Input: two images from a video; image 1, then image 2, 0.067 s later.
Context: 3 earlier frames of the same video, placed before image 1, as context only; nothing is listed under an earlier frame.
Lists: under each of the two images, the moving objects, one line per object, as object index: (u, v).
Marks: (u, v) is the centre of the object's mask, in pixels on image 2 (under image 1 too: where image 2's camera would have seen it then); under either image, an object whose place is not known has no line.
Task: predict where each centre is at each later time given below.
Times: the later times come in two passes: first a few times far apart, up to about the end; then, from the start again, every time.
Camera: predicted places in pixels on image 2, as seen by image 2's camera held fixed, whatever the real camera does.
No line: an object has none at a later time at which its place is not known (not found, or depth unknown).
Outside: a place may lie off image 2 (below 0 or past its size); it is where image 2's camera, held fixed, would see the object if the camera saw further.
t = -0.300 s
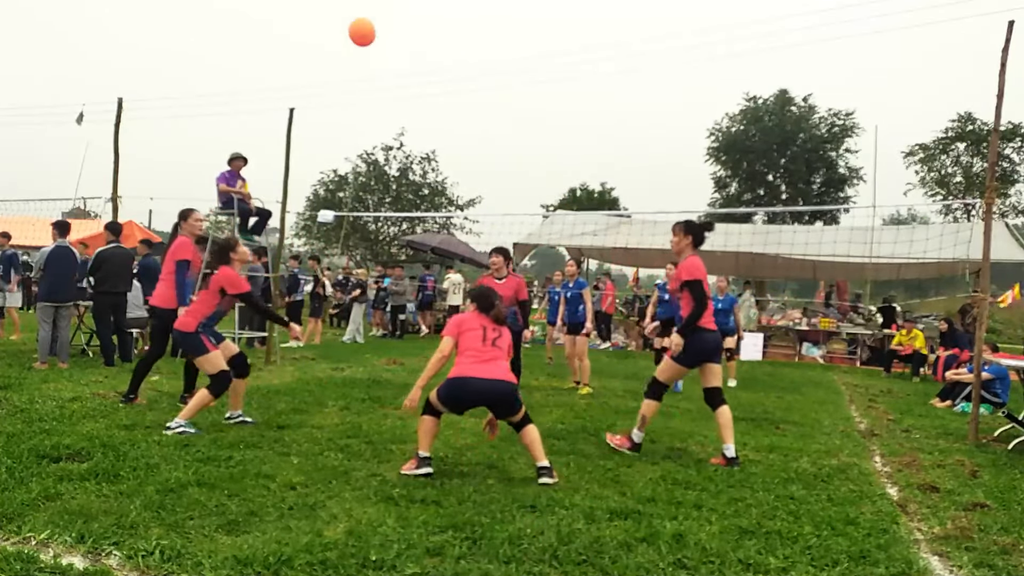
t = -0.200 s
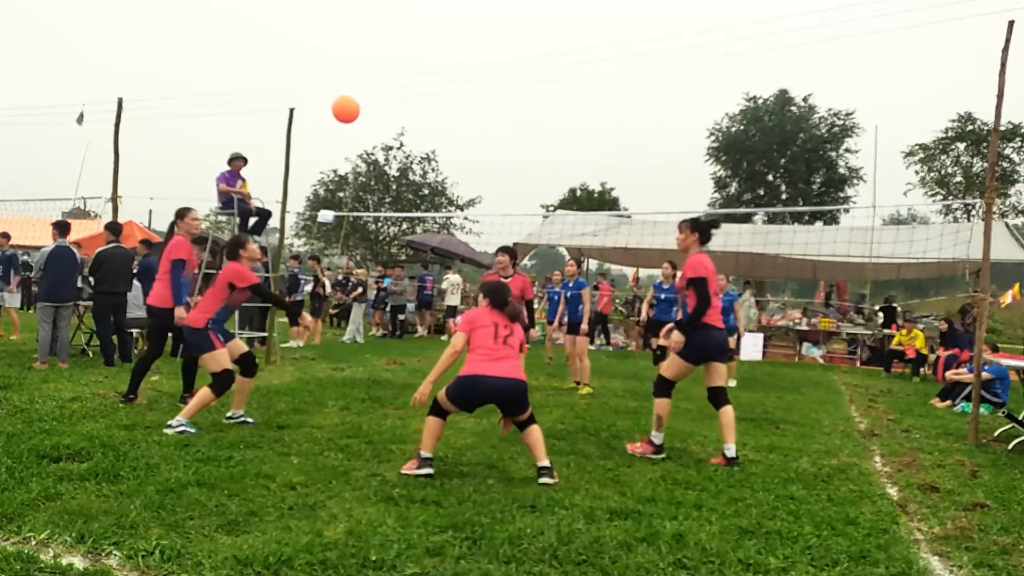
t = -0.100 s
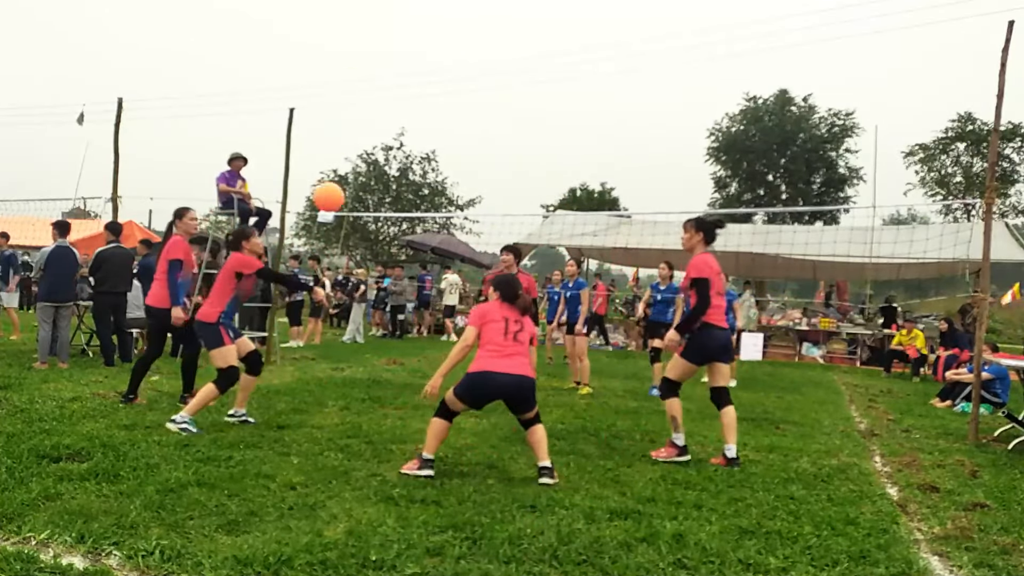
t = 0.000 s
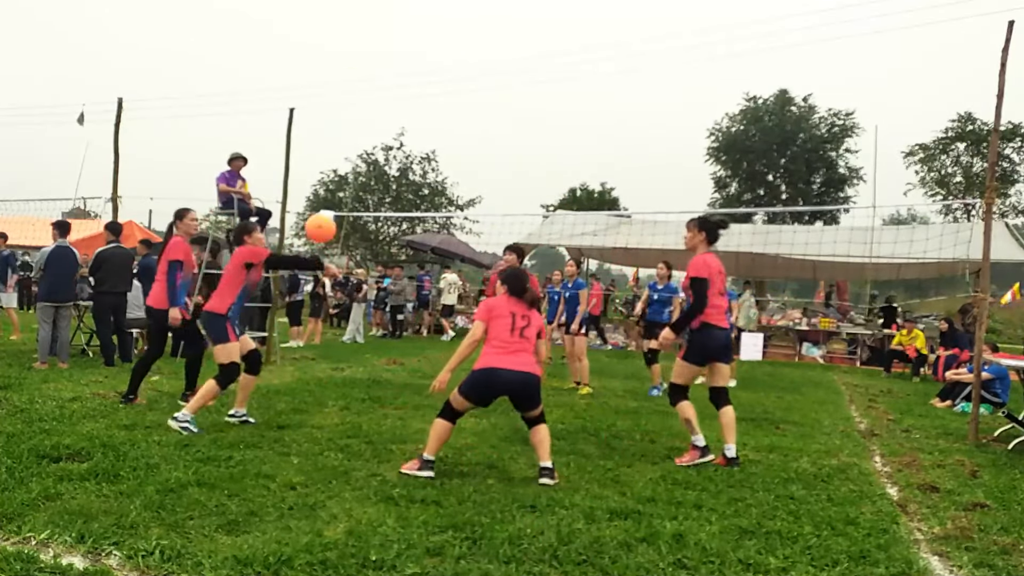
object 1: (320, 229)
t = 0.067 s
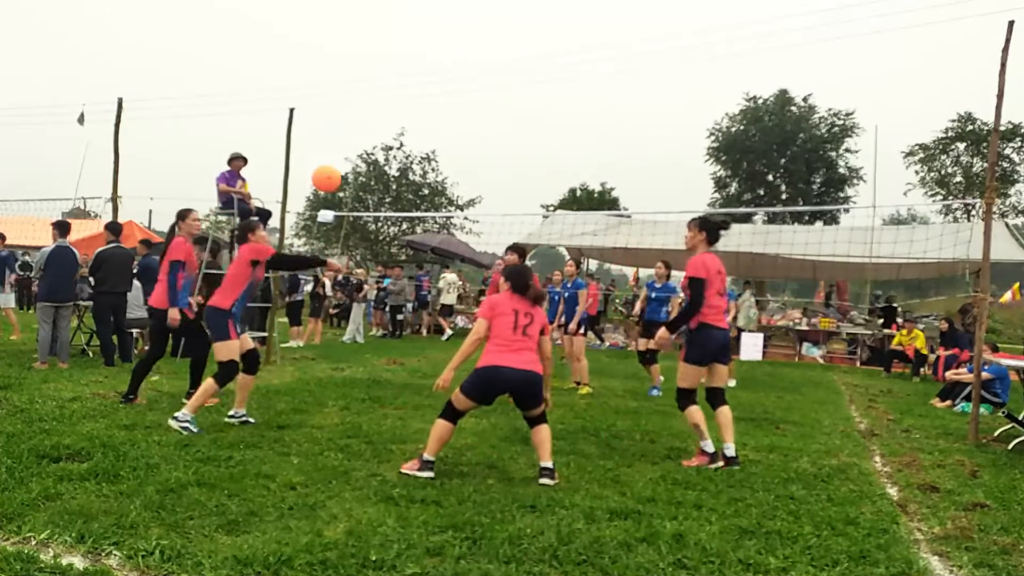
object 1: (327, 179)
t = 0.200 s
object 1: (334, 99)
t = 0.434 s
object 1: (344, 22)
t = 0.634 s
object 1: (351, 11)
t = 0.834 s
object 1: (355, 42)
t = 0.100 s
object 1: (328, 156)
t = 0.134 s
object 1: (330, 135)
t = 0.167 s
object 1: (332, 117)
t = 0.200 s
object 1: (334, 99)
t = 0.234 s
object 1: (335, 84)
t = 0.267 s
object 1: (337, 70)
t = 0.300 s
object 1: (339, 57)
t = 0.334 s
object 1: (340, 46)
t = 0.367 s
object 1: (342, 37)
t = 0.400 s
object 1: (343, 29)
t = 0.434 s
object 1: (344, 22)
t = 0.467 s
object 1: (346, 17)
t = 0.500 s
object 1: (347, 13)
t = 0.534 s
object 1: (348, 11)
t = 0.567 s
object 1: (349, 10)
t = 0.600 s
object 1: (350, 10)
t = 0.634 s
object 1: (351, 11)
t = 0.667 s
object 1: (352, 12)
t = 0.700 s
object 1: (353, 16)
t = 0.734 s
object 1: (353, 21)
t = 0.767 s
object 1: (354, 27)
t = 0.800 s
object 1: (354, 34)
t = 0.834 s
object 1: (355, 42)
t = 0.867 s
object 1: (355, 51)
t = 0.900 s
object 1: (355, 61)
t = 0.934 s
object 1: (355, 72)
